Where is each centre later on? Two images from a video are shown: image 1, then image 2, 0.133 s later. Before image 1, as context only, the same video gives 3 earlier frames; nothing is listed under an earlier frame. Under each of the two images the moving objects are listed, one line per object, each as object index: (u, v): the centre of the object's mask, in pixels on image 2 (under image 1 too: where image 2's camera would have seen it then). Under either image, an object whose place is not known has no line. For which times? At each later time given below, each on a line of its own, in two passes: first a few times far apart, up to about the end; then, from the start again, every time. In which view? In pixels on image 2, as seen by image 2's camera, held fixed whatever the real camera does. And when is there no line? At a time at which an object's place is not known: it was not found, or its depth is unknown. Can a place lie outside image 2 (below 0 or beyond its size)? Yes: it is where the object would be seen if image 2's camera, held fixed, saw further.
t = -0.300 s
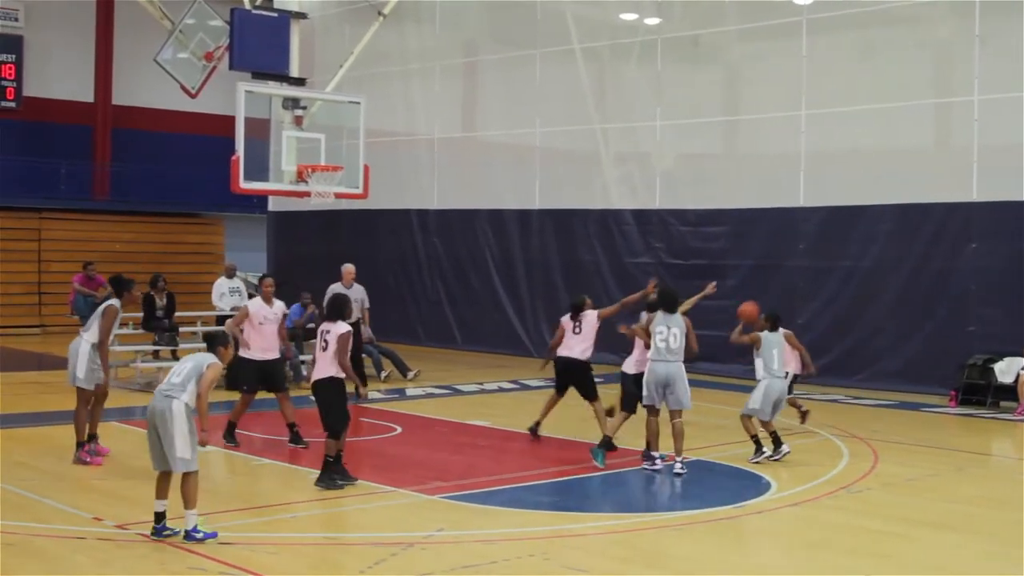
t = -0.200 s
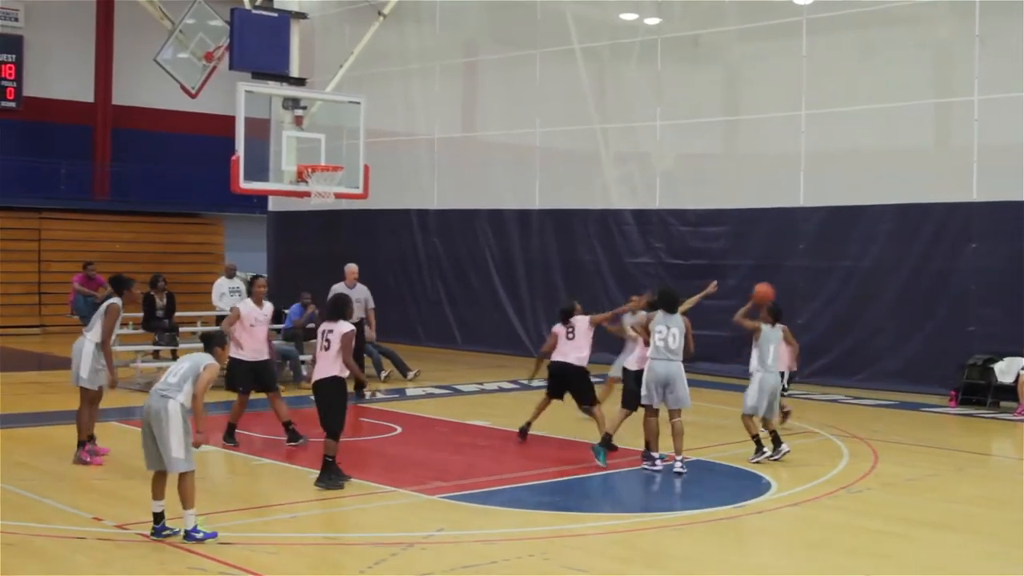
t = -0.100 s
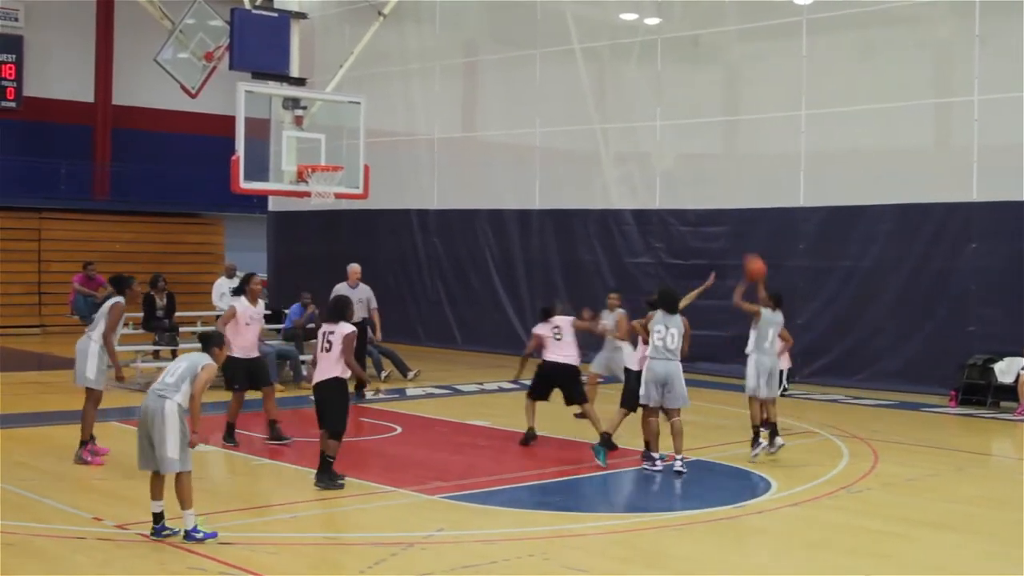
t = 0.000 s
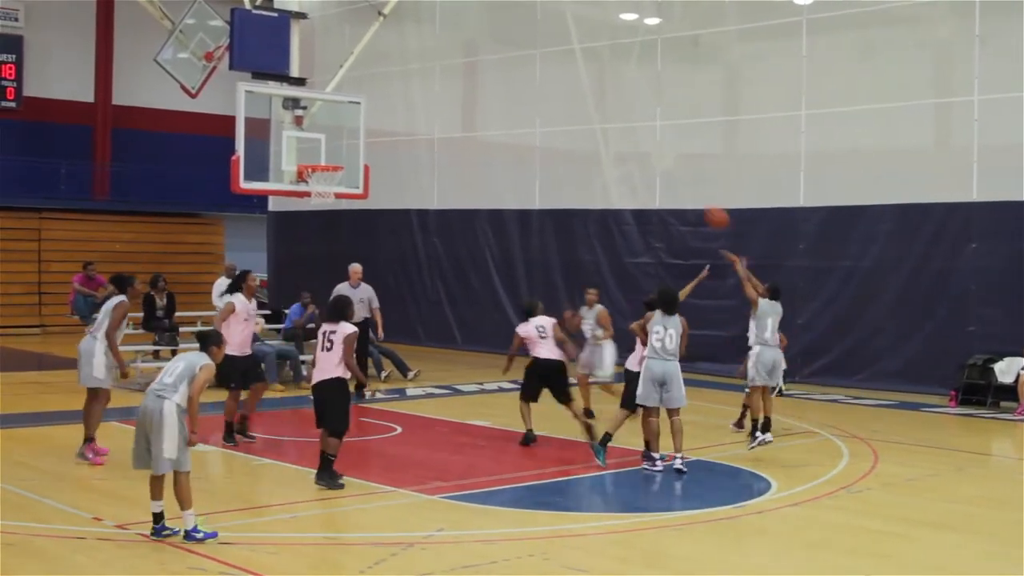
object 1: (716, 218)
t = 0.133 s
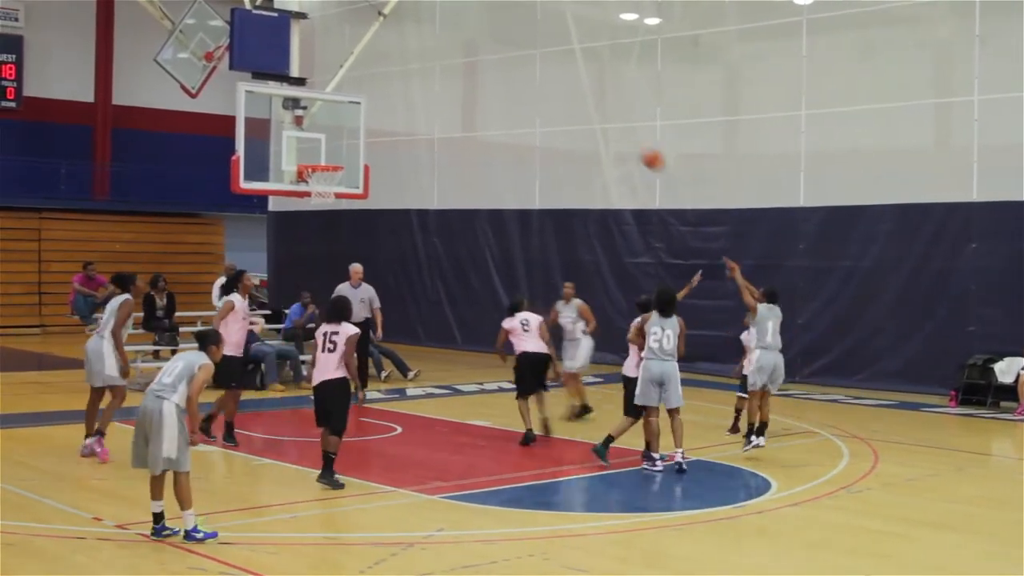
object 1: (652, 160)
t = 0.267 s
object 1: (593, 120)
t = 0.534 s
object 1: (479, 94)
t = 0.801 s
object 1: (375, 128)
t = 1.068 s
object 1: (317, 153)
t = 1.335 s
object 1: (342, 145)
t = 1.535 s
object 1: (362, 181)
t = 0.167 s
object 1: (638, 148)
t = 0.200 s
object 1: (623, 137)
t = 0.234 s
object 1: (608, 128)
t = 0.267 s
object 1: (593, 120)
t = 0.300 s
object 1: (577, 113)
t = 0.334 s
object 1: (563, 107)
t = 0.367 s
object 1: (549, 102)
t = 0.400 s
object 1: (534, 98)
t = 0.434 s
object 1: (521, 96)
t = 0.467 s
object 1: (507, 94)
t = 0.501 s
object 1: (493, 93)
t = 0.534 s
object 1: (479, 94)
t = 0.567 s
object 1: (466, 95)
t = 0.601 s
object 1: (452, 96)
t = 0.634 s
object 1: (438, 100)
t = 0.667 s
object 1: (425, 103)
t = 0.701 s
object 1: (412, 108)
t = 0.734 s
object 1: (399, 114)
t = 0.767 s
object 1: (386, 120)
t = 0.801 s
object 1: (375, 128)
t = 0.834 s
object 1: (362, 136)
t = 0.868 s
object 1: (349, 146)
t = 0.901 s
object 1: (338, 155)
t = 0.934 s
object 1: (327, 160)
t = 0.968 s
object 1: (316, 163)
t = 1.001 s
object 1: (313, 160)
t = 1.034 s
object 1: (314, 157)
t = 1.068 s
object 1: (317, 153)
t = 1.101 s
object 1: (320, 149)
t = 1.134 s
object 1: (323, 146)
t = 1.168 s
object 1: (326, 143)
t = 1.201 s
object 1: (330, 142)
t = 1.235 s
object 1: (333, 141)
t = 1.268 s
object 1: (335, 142)
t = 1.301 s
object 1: (339, 143)
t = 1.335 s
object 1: (342, 145)
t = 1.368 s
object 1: (345, 149)
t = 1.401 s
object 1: (349, 153)
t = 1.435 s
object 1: (352, 159)
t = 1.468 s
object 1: (355, 165)
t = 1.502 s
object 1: (358, 172)
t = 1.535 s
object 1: (362, 181)
